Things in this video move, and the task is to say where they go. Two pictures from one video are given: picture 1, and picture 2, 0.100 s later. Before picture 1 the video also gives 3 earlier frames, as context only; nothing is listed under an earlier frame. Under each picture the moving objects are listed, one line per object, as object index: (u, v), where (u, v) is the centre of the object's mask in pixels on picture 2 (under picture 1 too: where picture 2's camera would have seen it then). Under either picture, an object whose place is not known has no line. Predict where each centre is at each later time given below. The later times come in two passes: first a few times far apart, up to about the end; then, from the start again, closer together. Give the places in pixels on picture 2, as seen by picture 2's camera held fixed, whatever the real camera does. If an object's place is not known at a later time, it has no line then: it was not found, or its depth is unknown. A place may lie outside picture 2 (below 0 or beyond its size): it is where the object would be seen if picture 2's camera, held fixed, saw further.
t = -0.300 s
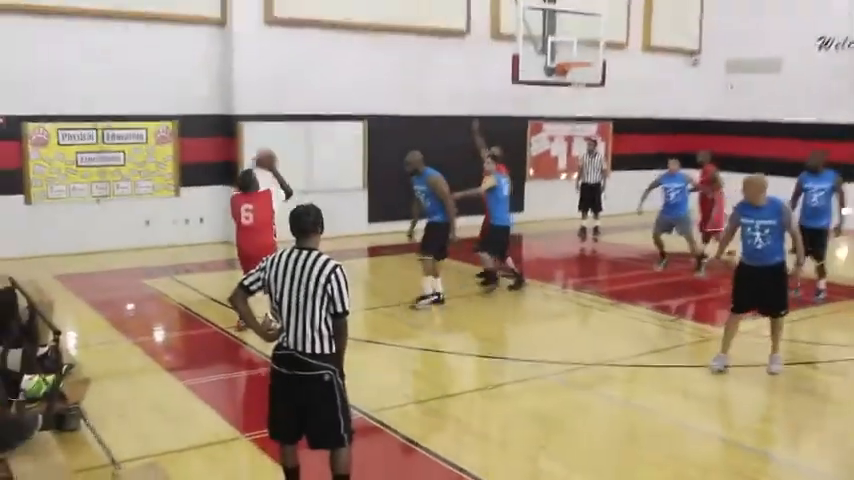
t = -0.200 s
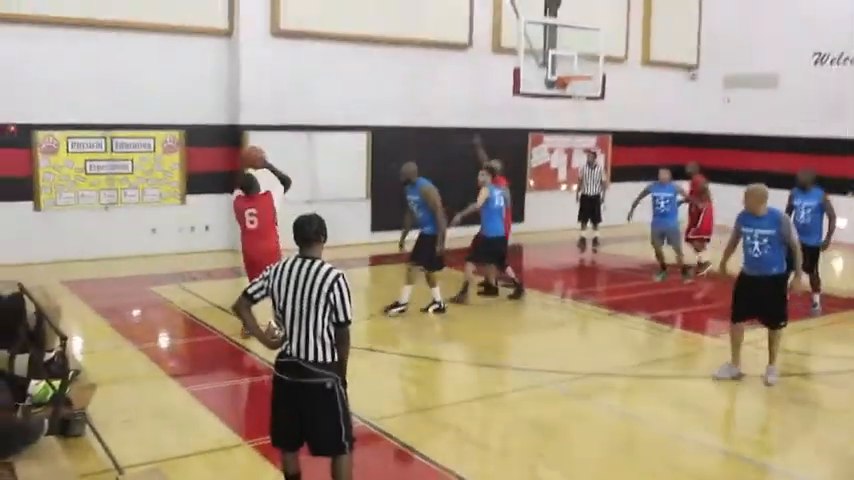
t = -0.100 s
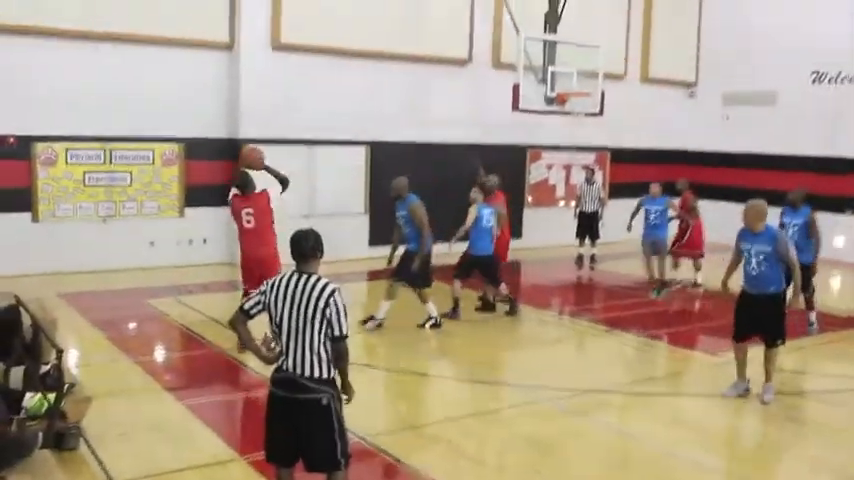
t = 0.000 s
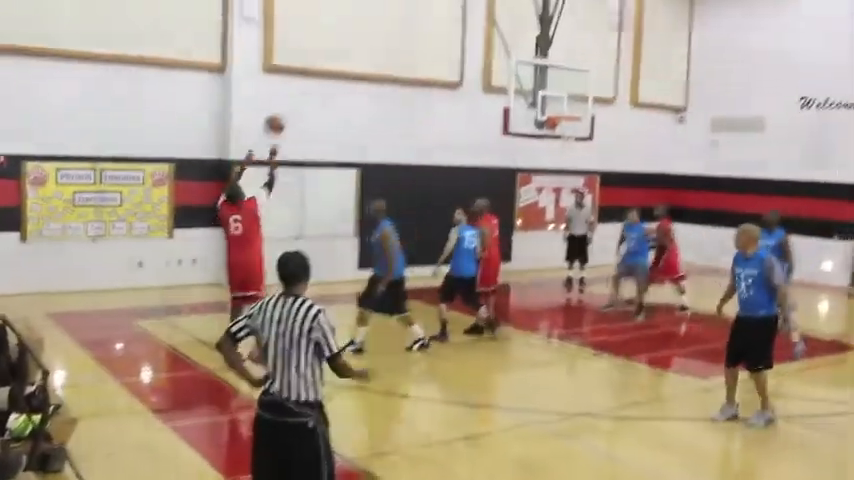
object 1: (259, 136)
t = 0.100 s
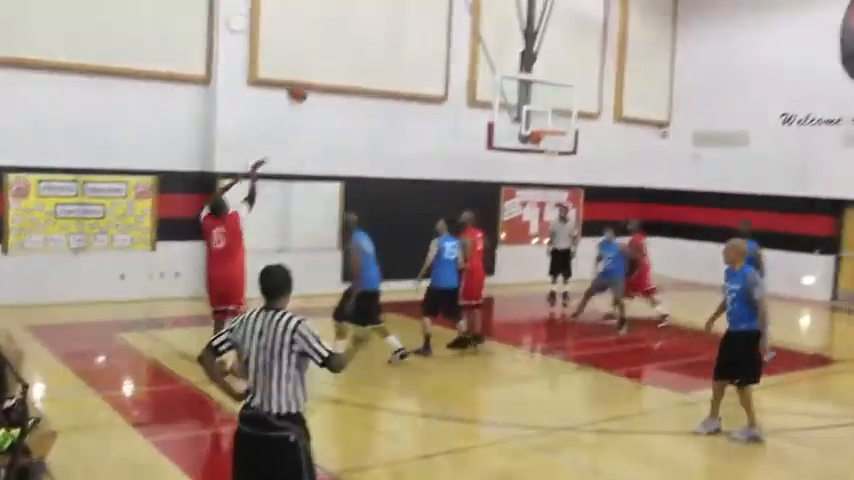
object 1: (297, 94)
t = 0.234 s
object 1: (342, 51)
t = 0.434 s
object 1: (401, 22)
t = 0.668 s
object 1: (455, 28)
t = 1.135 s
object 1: (528, 118)
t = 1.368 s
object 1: (555, 99)
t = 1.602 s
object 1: (581, 112)
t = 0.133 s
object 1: (309, 81)
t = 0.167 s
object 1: (320, 69)
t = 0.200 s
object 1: (332, 59)
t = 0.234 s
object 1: (342, 51)
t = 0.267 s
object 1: (353, 43)
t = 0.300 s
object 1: (363, 37)
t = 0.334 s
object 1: (374, 32)
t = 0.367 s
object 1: (383, 27)
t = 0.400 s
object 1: (392, 24)
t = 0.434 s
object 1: (401, 22)
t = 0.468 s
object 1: (410, 20)
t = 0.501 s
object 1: (418, 19)
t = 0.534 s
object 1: (426, 19)
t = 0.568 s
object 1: (434, 20)
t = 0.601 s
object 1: (442, 23)
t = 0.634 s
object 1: (448, 25)
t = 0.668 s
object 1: (455, 28)
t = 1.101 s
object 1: (528, 122)
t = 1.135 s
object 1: (528, 118)
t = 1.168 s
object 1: (531, 115)
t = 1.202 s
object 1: (536, 110)
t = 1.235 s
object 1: (539, 106)
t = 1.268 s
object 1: (544, 103)
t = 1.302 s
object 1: (547, 101)
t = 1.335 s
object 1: (551, 100)
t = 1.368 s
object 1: (555, 99)
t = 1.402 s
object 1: (559, 98)
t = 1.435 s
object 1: (563, 98)
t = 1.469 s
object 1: (566, 99)
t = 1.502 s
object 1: (570, 101)
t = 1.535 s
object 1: (574, 103)
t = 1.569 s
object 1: (577, 107)
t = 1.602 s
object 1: (581, 112)
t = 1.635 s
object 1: (584, 118)
